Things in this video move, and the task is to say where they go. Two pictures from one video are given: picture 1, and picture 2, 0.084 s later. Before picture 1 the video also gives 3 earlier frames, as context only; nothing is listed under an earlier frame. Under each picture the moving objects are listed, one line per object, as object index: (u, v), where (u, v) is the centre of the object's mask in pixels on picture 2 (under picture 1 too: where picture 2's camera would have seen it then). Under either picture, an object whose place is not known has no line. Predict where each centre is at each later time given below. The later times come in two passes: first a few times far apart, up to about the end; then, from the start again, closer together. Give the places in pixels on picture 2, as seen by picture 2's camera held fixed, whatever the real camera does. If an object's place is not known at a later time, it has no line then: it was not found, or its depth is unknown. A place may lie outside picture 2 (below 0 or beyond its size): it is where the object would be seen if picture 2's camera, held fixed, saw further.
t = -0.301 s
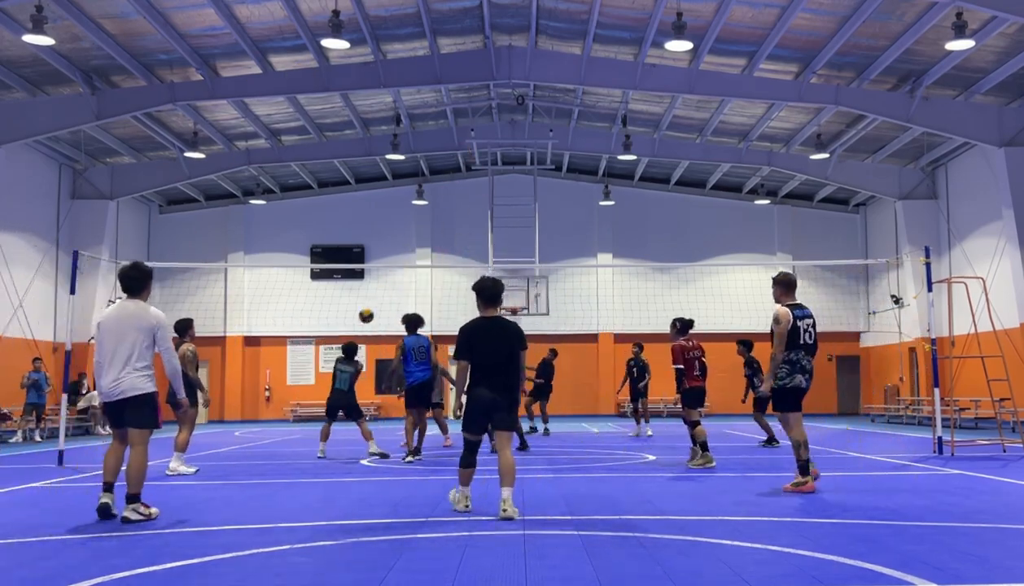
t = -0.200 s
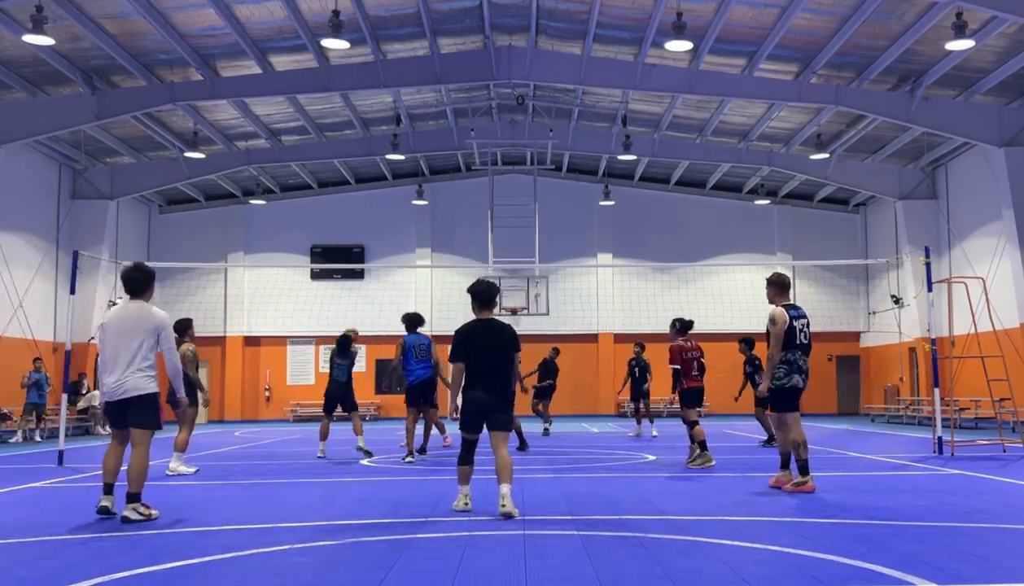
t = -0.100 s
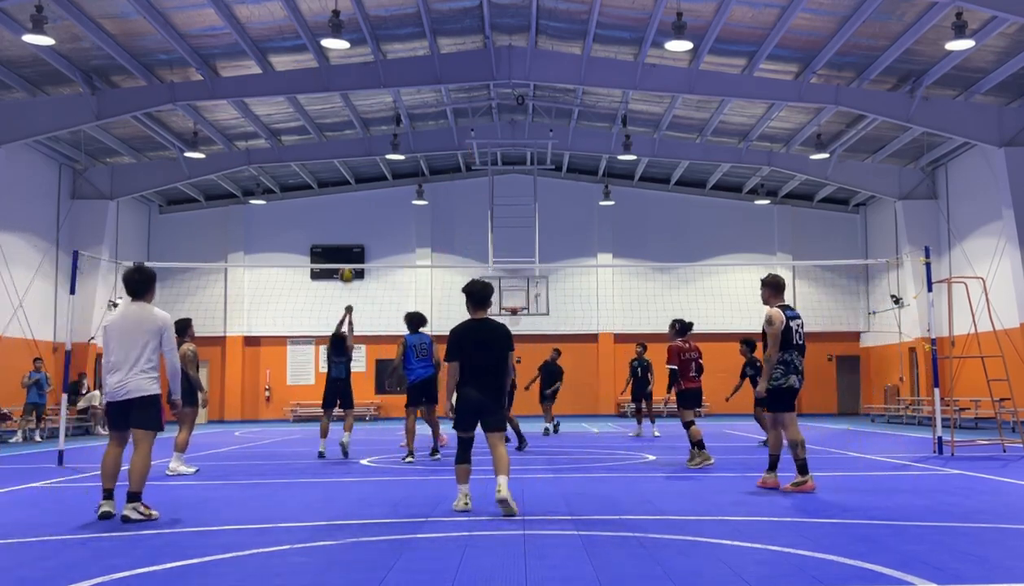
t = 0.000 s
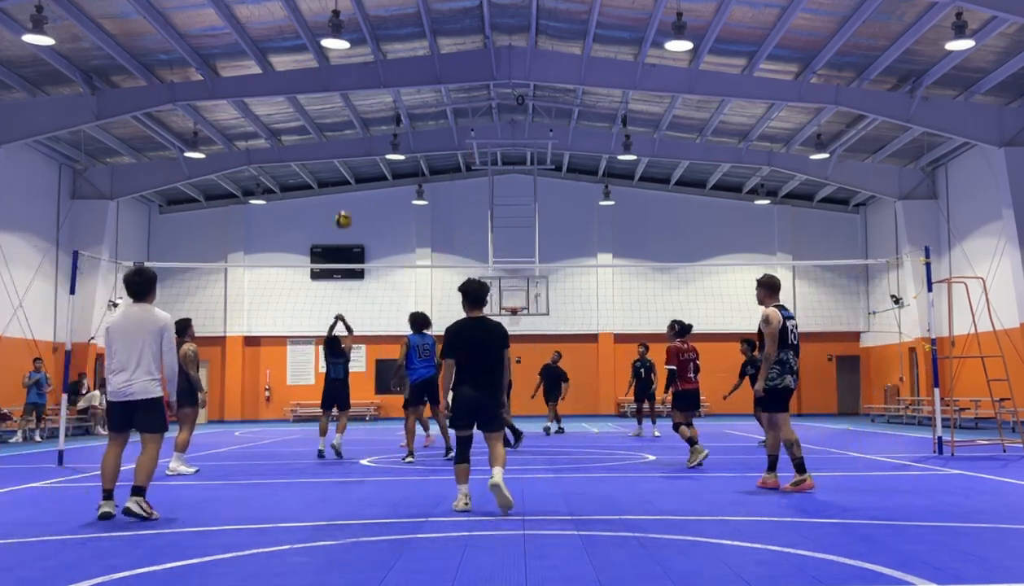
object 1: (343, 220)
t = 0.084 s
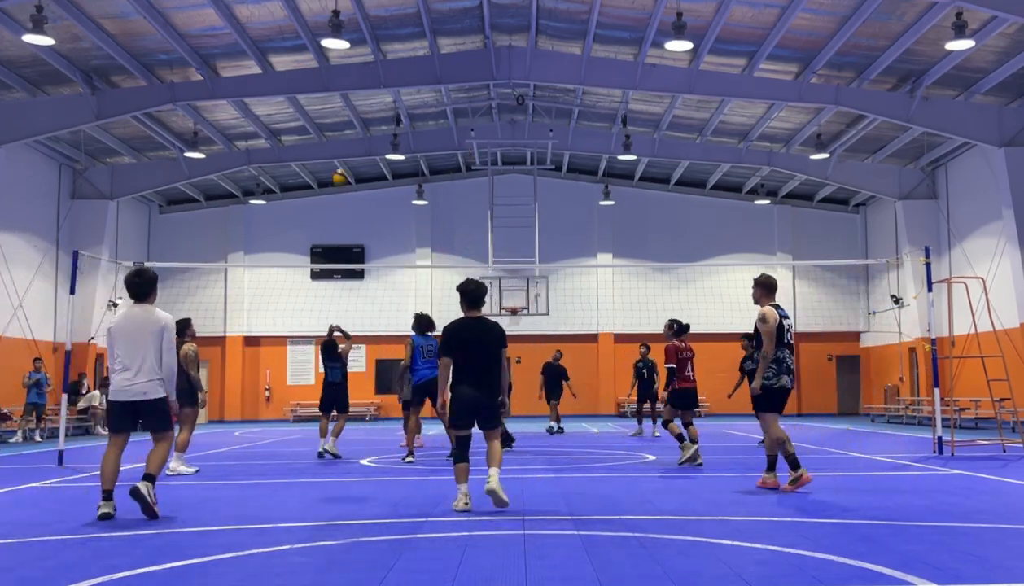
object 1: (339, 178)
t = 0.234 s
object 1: (333, 113)
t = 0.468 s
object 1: (319, 42)
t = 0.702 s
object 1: (305, 13)
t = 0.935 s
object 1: (290, 33)
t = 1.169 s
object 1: (272, 116)
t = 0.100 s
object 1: (339, 170)
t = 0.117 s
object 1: (338, 161)
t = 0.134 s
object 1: (337, 155)
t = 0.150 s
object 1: (336, 148)
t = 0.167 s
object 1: (335, 141)
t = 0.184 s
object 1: (334, 134)
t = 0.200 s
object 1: (334, 126)
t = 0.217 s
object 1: (333, 119)
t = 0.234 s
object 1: (333, 113)
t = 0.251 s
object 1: (331, 108)
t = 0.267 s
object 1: (330, 101)
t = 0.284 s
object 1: (329, 95)
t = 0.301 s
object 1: (328, 90)
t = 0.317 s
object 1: (328, 84)
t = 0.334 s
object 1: (327, 79)
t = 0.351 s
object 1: (326, 73)
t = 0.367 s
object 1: (325, 68)
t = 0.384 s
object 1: (324, 63)
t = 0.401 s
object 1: (323, 59)
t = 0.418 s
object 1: (322, 55)
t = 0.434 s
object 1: (321, 51)
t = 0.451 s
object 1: (320, 47)
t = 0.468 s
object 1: (319, 42)
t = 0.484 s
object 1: (318, 38)
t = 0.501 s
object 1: (317, 36)
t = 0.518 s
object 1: (316, 32)
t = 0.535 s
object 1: (315, 30)
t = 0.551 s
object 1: (314, 27)
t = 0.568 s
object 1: (313, 23)
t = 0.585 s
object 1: (312, 22)
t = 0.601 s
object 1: (312, 20)
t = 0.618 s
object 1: (311, 18)
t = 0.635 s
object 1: (310, 16)
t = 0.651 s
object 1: (309, 15)
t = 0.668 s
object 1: (308, 14)
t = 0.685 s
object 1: (306, 13)
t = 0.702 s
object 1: (305, 13)
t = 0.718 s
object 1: (304, 12)
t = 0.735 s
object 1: (303, 12)
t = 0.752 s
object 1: (302, 12)
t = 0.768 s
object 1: (301, 13)
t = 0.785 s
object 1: (300, 14)
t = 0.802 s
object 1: (299, 15)
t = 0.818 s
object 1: (298, 16)
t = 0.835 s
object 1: (297, 17)
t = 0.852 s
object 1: (296, 19)
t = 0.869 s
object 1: (295, 22)
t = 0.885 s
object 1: (294, 24)
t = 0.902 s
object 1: (292, 26)
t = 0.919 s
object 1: (291, 30)
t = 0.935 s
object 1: (290, 33)
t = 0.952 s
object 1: (288, 37)
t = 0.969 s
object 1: (287, 40)
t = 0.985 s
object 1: (286, 45)
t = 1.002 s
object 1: (285, 50)
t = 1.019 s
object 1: (284, 55)
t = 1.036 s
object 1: (282, 60)
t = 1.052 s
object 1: (281, 66)
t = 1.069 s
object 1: (280, 72)
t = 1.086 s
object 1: (279, 78)
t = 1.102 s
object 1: (278, 85)
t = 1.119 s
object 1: (275, 92)
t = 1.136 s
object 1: (274, 100)
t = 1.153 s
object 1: (273, 108)
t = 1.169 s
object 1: (272, 116)
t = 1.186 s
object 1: (271, 125)
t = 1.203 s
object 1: (269, 135)
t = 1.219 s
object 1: (268, 144)
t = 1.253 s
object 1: (265, 164)
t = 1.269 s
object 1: (265, 175)
